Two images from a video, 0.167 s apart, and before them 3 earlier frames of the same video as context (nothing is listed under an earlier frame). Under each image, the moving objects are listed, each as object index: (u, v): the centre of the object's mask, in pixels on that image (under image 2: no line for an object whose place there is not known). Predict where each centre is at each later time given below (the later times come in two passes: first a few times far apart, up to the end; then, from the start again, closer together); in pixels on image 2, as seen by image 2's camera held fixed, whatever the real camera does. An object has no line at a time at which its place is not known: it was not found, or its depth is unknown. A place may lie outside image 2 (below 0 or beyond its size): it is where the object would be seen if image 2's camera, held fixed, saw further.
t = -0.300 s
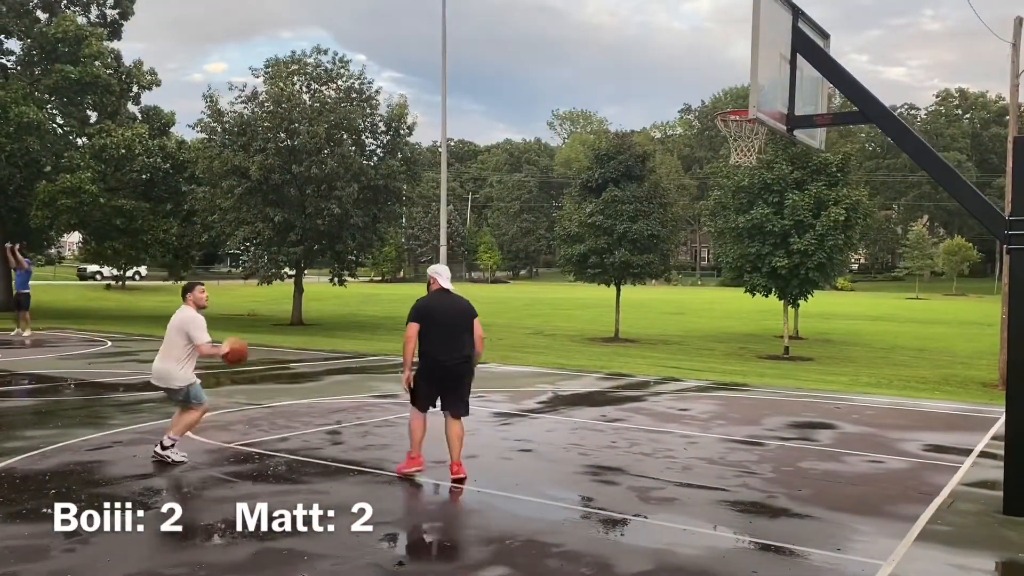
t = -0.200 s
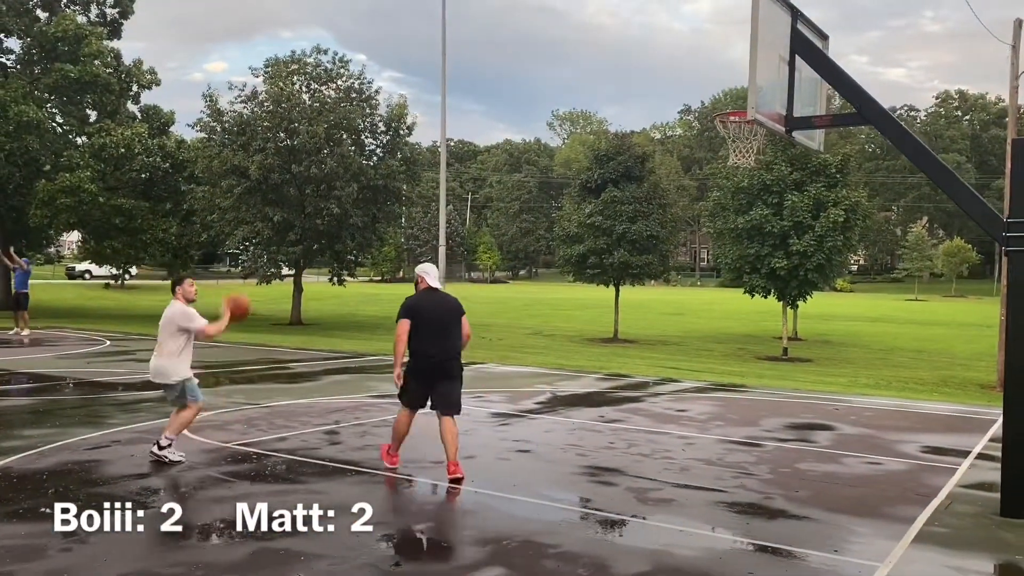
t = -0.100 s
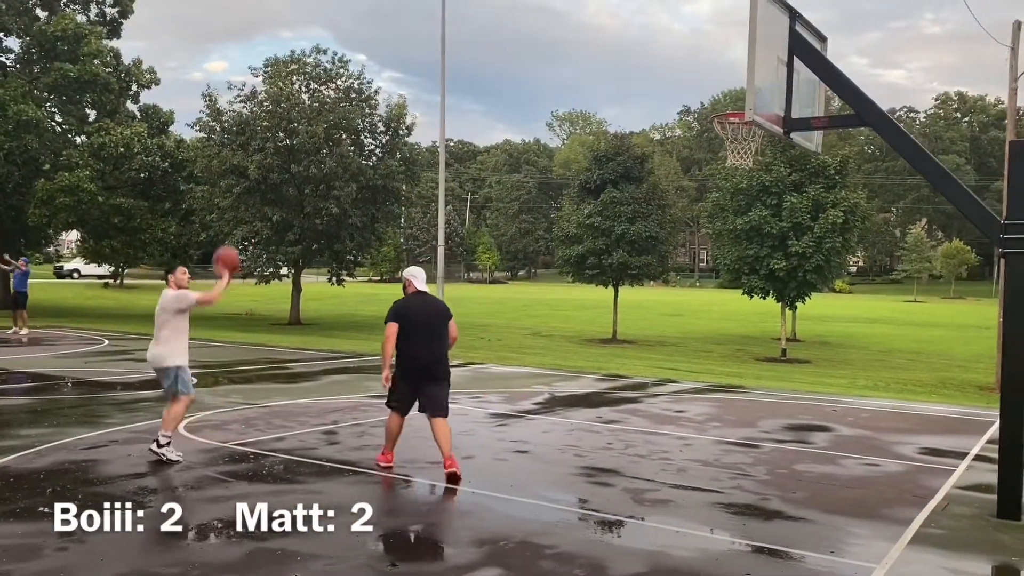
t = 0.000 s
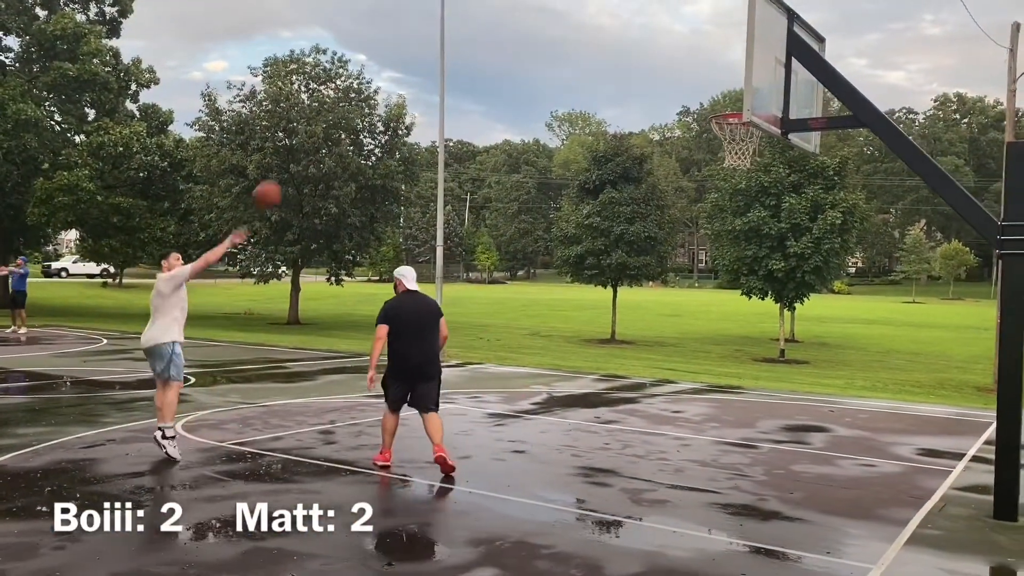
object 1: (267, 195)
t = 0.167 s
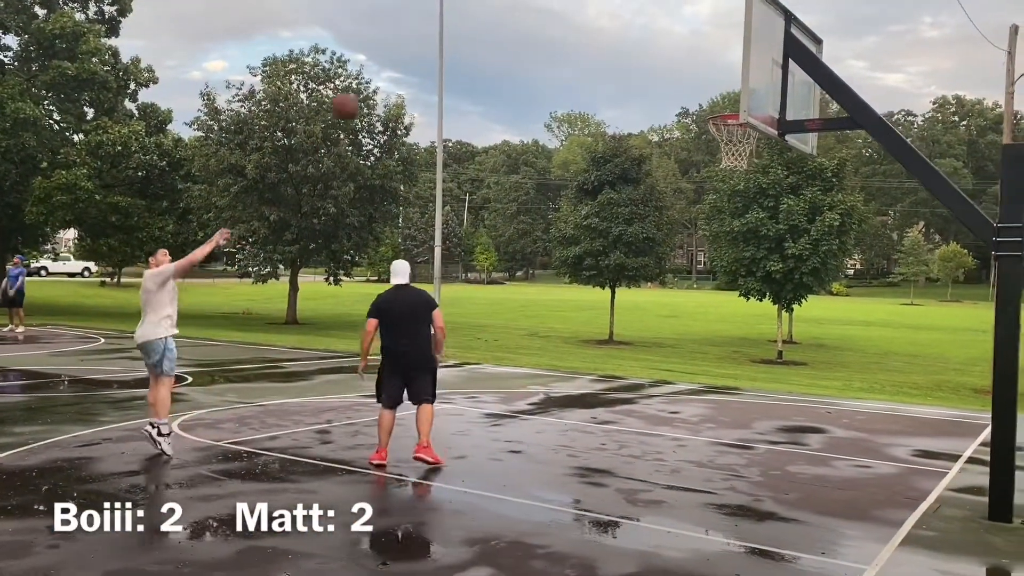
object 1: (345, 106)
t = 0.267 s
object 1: (393, 69)
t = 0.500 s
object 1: (502, 23)
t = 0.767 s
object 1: (624, 46)
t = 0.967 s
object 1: (709, 103)
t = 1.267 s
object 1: (739, 78)
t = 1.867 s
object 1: (732, 103)
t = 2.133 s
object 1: (730, 135)
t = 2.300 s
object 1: (734, 155)
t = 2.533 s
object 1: (739, 182)
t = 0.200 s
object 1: (361, 93)
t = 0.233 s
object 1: (377, 81)
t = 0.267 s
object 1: (393, 69)
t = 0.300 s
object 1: (409, 59)
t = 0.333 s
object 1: (424, 50)
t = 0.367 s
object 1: (440, 42)
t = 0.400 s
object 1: (456, 35)
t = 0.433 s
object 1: (471, 30)
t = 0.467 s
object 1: (486, 26)
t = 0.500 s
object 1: (502, 23)
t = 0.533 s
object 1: (517, 22)
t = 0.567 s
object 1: (532, 21)
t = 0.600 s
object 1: (548, 22)
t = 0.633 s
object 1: (563, 24)
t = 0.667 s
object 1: (578, 28)
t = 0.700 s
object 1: (594, 33)
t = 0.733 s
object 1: (609, 39)
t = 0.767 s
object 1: (624, 46)
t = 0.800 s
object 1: (640, 54)
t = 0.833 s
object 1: (655, 64)
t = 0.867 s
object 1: (671, 75)
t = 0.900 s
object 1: (685, 87)
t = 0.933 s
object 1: (701, 101)
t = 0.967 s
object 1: (709, 103)
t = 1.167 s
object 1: (733, 75)
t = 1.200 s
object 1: (735, 75)
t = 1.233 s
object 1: (737, 76)
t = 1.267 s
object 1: (739, 78)
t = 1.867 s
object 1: (732, 103)
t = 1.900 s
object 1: (730, 105)
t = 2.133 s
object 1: (730, 135)
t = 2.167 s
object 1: (731, 139)
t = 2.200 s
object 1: (732, 142)
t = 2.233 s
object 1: (735, 146)
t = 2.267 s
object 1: (736, 147)
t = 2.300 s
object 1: (734, 155)
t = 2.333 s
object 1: (738, 155)
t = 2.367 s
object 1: (739, 157)
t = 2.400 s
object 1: (739, 165)
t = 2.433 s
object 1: (739, 168)
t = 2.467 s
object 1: (739, 172)
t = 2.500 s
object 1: (740, 177)
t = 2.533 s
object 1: (739, 182)
